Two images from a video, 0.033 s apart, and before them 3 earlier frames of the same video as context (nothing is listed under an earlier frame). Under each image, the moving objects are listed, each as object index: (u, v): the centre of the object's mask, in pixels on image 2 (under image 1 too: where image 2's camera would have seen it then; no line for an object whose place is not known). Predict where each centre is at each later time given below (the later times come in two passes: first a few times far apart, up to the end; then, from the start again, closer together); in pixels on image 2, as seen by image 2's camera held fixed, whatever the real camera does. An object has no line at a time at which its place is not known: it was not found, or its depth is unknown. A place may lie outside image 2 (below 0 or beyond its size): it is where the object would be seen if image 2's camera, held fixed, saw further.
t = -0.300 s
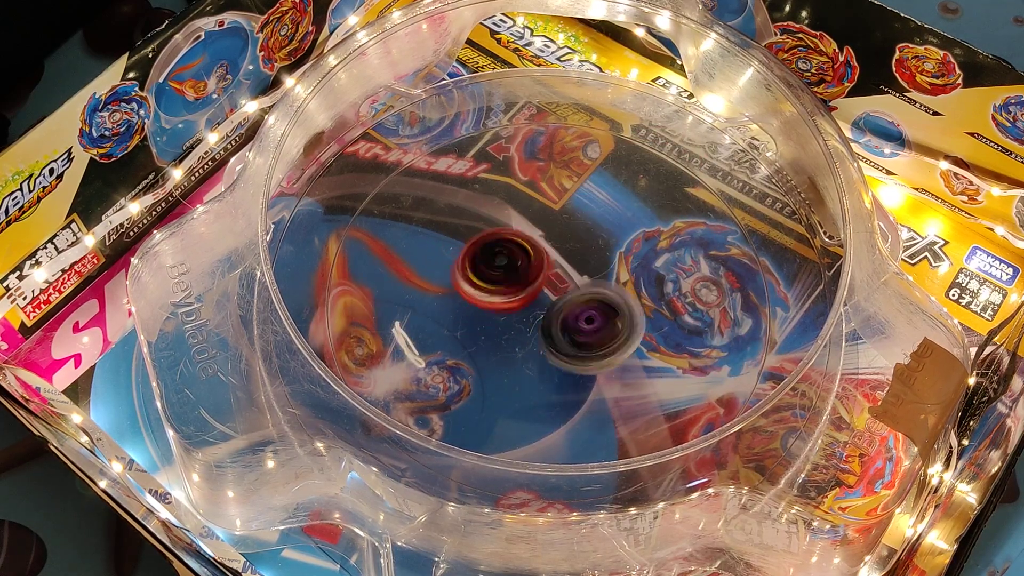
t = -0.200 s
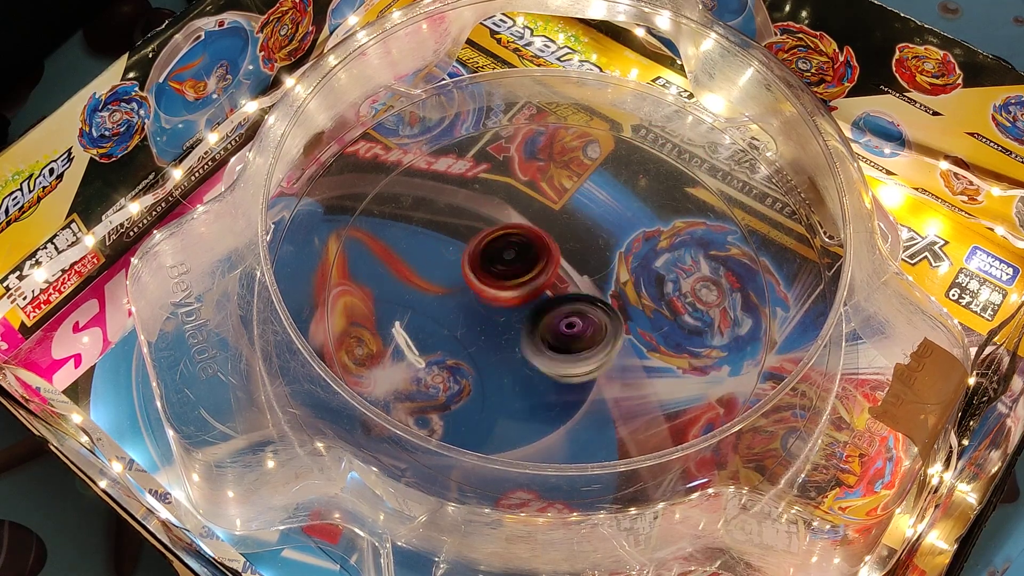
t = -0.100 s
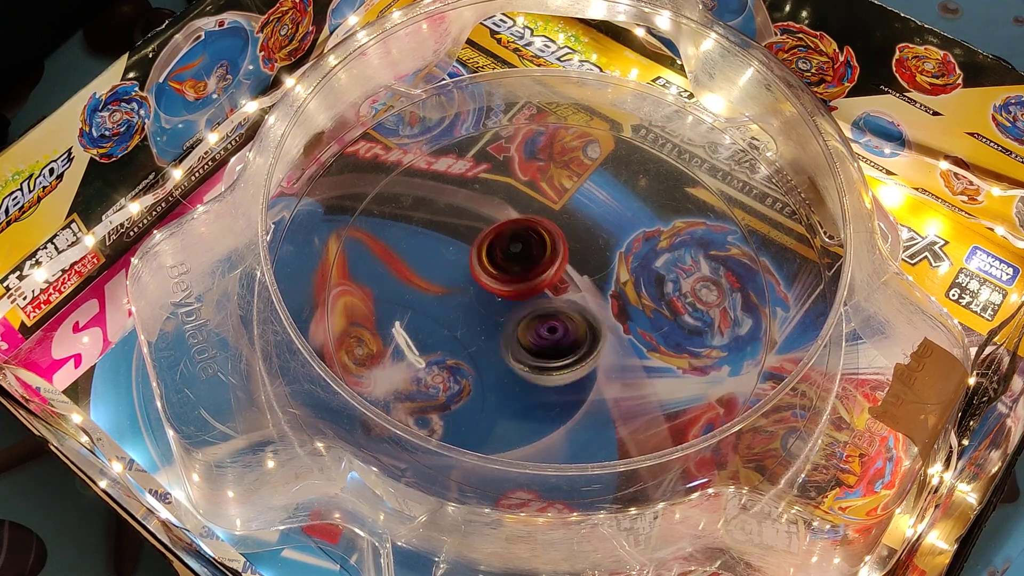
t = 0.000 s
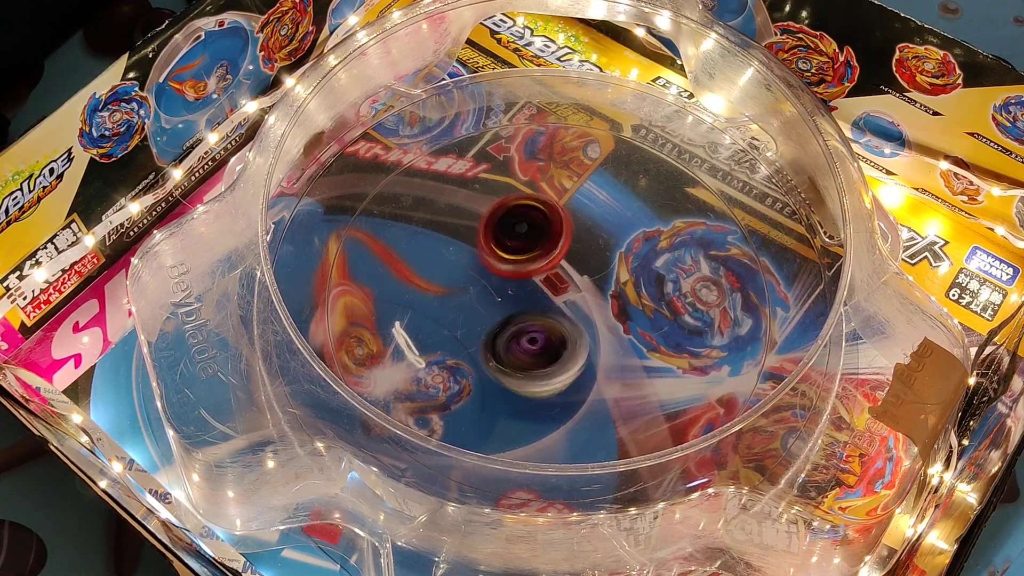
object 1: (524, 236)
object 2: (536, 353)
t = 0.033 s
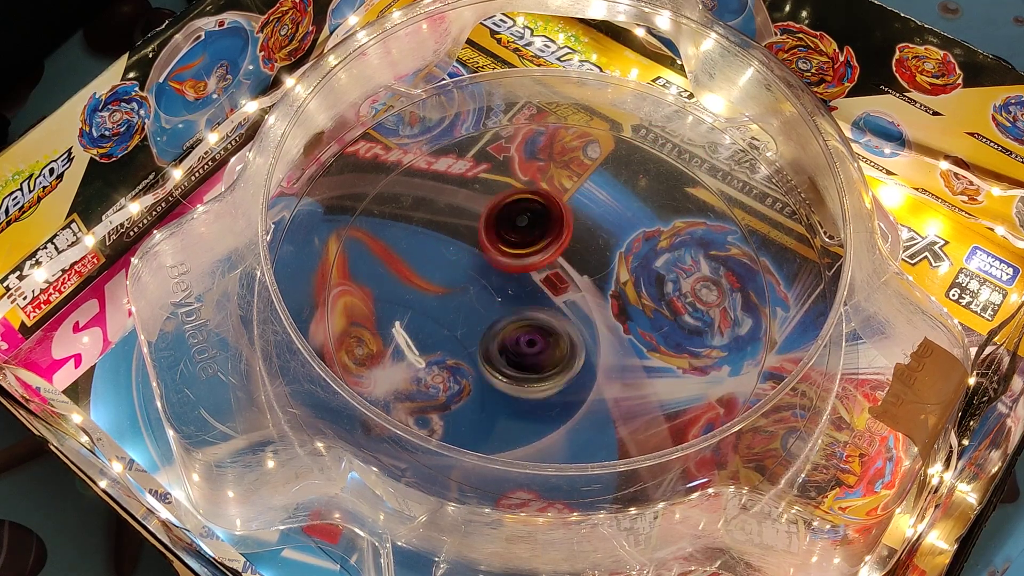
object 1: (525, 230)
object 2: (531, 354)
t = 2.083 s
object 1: (581, 365)
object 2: (562, 255)
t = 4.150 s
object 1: (498, 228)
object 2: (554, 338)
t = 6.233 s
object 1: (617, 208)
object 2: (520, 310)
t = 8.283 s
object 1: (601, 329)
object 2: (511, 263)
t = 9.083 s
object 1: (526, 334)
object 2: (551, 252)
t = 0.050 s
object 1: (528, 226)
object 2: (527, 355)
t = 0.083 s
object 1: (529, 222)
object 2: (524, 355)
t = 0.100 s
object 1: (529, 221)
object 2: (521, 354)
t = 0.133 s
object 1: (531, 218)
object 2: (515, 353)
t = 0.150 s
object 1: (529, 218)
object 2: (515, 352)
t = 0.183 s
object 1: (530, 218)
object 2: (509, 349)
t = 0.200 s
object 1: (531, 218)
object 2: (510, 348)
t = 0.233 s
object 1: (532, 219)
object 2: (504, 344)
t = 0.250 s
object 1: (533, 219)
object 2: (503, 344)
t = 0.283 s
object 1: (534, 222)
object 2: (500, 340)
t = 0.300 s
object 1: (535, 222)
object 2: (497, 338)
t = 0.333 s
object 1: (536, 224)
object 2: (494, 334)
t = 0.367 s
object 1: (539, 226)
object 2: (488, 328)
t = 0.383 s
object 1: (539, 227)
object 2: (486, 326)
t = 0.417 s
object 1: (541, 229)
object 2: (482, 321)
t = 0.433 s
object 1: (542, 230)
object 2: (480, 318)
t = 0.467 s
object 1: (543, 233)
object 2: (477, 312)
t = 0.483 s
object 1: (544, 235)
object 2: (474, 309)
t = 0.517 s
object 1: (545, 238)
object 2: (473, 304)
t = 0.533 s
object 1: (547, 242)
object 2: (470, 300)
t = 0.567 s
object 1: (555, 243)
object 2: (465, 298)
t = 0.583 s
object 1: (560, 243)
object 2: (459, 297)
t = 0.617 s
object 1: (571, 246)
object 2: (454, 295)
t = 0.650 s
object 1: (580, 249)
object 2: (451, 291)
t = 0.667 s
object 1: (585, 251)
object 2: (449, 290)
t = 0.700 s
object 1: (593, 255)
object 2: (450, 287)
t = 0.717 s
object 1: (597, 258)
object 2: (448, 285)
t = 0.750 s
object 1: (605, 262)
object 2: (450, 283)
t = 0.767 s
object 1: (607, 263)
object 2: (450, 281)
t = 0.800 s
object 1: (612, 267)
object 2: (453, 280)
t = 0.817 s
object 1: (615, 268)
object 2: (454, 277)
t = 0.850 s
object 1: (618, 270)
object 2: (459, 276)
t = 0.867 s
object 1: (618, 269)
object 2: (463, 273)
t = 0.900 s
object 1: (619, 270)
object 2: (469, 271)
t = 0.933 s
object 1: (620, 272)
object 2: (477, 268)
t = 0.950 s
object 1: (621, 272)
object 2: (480, 266)
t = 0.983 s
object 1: (620, 273)
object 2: (488, 265)
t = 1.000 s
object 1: (619, 274)
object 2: (493, 260)
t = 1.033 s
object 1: (617, 275)
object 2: (503, 257)
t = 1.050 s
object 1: (618, 276)
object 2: (507, 254)
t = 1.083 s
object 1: (616, 277)
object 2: (516, 251)
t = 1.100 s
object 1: (616, 279)
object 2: (521, 247)
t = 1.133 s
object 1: (621, 282)
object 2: (522, 239)
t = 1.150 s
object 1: (622, 284)
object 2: (523, 234)
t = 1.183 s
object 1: (624, 287)
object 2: (521, 228)
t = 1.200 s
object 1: (624, 287)
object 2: (522, 225)
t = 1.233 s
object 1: (623, 288)
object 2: (519, 222)
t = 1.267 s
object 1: (622, 288)
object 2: (520, 220)
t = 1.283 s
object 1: (619, 289)
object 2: (518, 218)
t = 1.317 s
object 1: (618, 291)
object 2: (519, 217)
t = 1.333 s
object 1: (617, 291)
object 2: (518, 215)
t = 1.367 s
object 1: (614, 293)
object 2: (520, 217)
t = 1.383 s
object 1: (614, 294)
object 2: (519, 216)
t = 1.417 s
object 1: (609, 295)
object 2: (521, 219)
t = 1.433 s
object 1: (609, 297)
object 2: (521, 220)
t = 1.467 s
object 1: (606, 299)
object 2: (523, 225)
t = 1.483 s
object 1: (603, 300)
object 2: (525, 227)
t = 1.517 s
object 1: (601, 303)
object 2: (528, 234)
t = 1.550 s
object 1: (602, 311)
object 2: (532, 235)
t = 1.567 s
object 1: (604, 316)
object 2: (529, 235)
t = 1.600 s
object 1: (604, 326)
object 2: (528, 235)
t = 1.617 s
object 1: (602, 331)
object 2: (527, 236)
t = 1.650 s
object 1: (602, 339)
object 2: (527, 237)
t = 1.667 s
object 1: (602, 343)
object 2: (526, 240)
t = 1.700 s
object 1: (600, 349)
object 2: (528, 242)
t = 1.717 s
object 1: (598, 351)
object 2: (527, 245)
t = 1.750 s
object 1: (597, 355)
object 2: (531, 248)
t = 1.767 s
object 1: (597, 357)
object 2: (530, 252)
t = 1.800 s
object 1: (596, 359)
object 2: (536, 256)
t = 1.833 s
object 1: (594, 359)
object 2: (538, 259)
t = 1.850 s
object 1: (594, 359)
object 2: (542, 263)
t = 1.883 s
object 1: (592, 358)
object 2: (545, 266)
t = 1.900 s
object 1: (589, 358)
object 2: (549, 270)
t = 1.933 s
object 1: (588, 358)
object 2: (554, 273)
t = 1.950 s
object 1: (588, 360)
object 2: (557, 273)
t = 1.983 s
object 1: (586, 366)
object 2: (559, 268)
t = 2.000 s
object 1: (585, 367)
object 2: (560, 266)
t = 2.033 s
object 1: (583, 366)
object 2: (562, 261)
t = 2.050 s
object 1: (583, 366)
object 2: (563, 259)
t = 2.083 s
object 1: (581, 365)
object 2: (562, 255)
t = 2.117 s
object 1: (578, 366)
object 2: (562, 252)
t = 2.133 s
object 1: (577, 365)
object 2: (561, 250)
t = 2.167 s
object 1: (574, 363)
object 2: (561, 248)
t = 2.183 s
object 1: (573, 365)
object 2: (560, 246)
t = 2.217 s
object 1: (570, 362)
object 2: (559, 244)
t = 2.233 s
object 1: (568, 360)
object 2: (557, 243)
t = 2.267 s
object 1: (564, 358)
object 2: (555, 243)
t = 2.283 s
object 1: (560, 356)
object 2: (553, 242)
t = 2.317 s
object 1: (554, 353)
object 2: (551, 244)
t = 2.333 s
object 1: (552, 351)
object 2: (548, 244)
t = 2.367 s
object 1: (545, 347)
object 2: (546, 247)
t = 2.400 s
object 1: (537, 343)
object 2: (544, 249)
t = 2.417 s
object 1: (533, 342)
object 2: (543, 250)
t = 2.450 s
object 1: (522, 351)
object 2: (543, 247)
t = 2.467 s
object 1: (516, 356)
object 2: (543, 247)
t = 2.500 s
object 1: (505, 360)
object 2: (542, 246)
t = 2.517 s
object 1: (500, 361)
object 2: (543, 247)
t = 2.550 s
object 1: (490, 364)
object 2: (542, 248)
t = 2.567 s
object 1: (485, 364)
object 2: (544, 249)
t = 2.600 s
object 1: (477, 363)
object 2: (542, 252)
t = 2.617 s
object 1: (476, 365)
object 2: (544, 253)
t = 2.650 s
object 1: (473, 363)
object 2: (545, 259)
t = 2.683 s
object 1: (471, 362)
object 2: (548, 263)
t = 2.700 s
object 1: (473, 362)
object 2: (548, 266)
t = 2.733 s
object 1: (473, 360)
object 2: (552, 268)
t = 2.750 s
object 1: (473, 356)
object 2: (553, 271)
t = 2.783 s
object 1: (474, 354)
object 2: (557, 274)
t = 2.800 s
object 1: (474, 352)
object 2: (557, 276)
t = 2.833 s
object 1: (474, 348)
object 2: (561, 278)
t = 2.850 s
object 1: (475, 347)
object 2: (562, 282)
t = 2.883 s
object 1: (476, 344)
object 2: (565, 284)
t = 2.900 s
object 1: (477, 341)
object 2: (568, 288)
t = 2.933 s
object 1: (479, 338)
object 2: (570, 289)
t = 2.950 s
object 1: (477, 336)
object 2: (576, 291)
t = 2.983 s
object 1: (476, 334)
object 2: (579, 292)
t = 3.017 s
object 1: (477, 331)
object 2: (585, 294)
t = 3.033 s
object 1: (477, 330)
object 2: (586, 295)
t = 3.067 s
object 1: (476, 325)
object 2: (593, 296)
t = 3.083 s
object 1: (478, 324)
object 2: (594, 297)
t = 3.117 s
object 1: (479, 319)
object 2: (599, 296)
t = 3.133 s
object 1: (478, 316)
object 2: (599, 298)
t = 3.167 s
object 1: (480, 311)
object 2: (603, 294)
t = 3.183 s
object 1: (479, 309)
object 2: (602, 295)
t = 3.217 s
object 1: (479, 303)
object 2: (604, 294)
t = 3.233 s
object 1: (480, 301)
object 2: (605, 293)
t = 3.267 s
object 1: (480, 295)
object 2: (603, 291)
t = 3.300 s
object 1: (480, 289)
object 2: (601, 290)
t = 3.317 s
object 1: (481, 286)
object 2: (598, 289)
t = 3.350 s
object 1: (482, 281)
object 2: (594, 287)
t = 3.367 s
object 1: (482, 277)
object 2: (591, 287)
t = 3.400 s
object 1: (483, 273)
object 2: (588, 286)
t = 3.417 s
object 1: (479, 269)
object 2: (588, 288)
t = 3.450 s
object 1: (472, 261)
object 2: (592, 287)
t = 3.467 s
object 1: (471, 258)
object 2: (592, 290)
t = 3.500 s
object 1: (467, 250)
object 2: (592, 290)
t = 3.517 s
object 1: (467, 247)
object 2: (594, 291)
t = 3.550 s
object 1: (466, 242)
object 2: (591, 293)
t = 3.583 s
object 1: (465, 239)
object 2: (593, 293)
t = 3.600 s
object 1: (464, 238)
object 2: (591, 296)
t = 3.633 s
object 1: (465, 239)
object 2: (592, 294)
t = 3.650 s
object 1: (466, 238)
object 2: (590, 296)
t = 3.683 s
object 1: (469, 238)
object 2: (588, 294)
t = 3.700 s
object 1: (471, 238)
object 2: (586, 296)
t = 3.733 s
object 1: (475, 238)
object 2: (582, 296)
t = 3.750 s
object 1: (476, 237)
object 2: (582, 297)
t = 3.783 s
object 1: (479, 237)
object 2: (574, 298)
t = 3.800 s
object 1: (480, 237)
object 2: (574, 297)
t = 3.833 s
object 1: (484, 236)
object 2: (568, 300)
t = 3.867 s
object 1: (487, 237)
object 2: (565, 299)
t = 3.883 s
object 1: (488, 237)
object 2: (561, 300)
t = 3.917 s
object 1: (488, 232)
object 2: (560, 305)
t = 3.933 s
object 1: (486, 230)
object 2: (560, 310)
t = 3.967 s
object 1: (485, 226)
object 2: (558, 317)
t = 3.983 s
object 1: (486, 225)
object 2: (559, 319)
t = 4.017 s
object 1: (486, 226)
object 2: (558, 326)
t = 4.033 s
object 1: (487, 226)
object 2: (556, 328)
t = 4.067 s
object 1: (491, 227)
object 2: (558, 332)
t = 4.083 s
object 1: (491, 227)
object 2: (555, 333)
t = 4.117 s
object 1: (495, 227)
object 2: (557, 336)
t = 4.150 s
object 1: (498, 228)
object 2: (554, 338)
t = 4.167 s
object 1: (498, 229)
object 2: (555, 338)
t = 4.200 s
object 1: (502, 228)
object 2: (553, 341)
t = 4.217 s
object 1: (504, 228)
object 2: (553, 339)
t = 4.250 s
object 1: (505, 228)
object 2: (556, 341)
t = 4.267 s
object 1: (506, 229)
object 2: (552, 339)
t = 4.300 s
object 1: (509, 228)
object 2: (555, 336)
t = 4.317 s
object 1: (508, 228)
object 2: (552, 339)
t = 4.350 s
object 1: (510, 229)
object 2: (553, 333)
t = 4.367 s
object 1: (512, 229)
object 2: (553, 332)
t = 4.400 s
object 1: (512, 229)
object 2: (550, 328)
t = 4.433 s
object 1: (514, 229)
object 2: (551, 324)
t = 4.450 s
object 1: (516, 229)
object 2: (547, 322)
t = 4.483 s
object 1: (517, 230)
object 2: (548, 315)
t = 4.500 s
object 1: (519, 227)
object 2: (547, 319)
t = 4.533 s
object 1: (522, 220)
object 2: (544, 317)
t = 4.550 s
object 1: (523, 218)
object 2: (545, 317)
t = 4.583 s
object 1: (528, 216)
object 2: (543, 318)
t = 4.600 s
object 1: (528, 215)
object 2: (542, 316)
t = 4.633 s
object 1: (530, 215)
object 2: (541, 317)
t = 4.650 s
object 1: (532, 215)
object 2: (540, 314)
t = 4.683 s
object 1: (534, 214)
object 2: (539, 312)
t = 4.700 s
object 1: (534, 214)
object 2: (539, 312)
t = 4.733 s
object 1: (536, 216)
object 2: (537, 308)
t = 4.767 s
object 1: (538, 216)
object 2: (535, 309)
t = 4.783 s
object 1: (538, 217)
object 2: (534, 303)
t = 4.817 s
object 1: (541, 217)
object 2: (534, 300)
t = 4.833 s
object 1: (543, 216)
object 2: (532, 301)
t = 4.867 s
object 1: (547, 204)
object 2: (524, 308)
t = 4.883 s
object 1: (552, 194)
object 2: (523, 315)
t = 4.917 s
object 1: (558, 177)
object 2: (516, 331)
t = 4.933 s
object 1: (560, 171)
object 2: (513, 335)
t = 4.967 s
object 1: (565, 165)
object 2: (515, 343)
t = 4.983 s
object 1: (566, 163)
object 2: (514, 348)
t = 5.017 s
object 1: (569, 162)
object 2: (511, 355)
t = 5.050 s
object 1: (570, 164)
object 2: (517, 361)
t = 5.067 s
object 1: (570, 165)
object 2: (517, 363)
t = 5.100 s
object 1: (572, 168)
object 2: (516, 366)
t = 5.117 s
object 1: (573, 172)
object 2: (520, 367)
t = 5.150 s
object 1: (575, 176)
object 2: (521, 370)
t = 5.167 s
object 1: (576, 178)
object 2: (519, 369)
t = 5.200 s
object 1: (577, 186)
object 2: (527, 368)
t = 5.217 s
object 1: (579, 189)
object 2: (527, 368)
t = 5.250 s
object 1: (579, 196)
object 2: (527, 364)
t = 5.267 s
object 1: (577, 202)
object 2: (531, 362)
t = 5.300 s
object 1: (578, 214)
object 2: (536, 360)
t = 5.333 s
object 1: (577, 227)
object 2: (537, 352)
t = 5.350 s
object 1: (575, 234)
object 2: (541, 348)
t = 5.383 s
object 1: (574, 250)
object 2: (545, 343)
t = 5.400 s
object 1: (574, 256)
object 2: (545, 337)
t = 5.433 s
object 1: (574, 254)
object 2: (544, 344)
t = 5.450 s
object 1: (577, 250)
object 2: (544, 350)
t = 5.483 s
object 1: (575, 244)
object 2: (540, 359)
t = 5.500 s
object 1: (575, 244)
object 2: (541, 360)
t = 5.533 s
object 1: (571, 243)
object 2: (544, 365)
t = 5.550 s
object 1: (571, 245)
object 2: (543, 368)
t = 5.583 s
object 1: (571, 247)
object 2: (543, 369)
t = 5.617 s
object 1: (573, 248)
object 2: (546, 370)
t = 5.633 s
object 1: (573, 248)
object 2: (545, 372)
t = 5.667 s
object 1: (575, 249)
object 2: (545, 368)
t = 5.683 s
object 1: (575, 249)
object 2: (547, 367)
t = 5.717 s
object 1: (576, 251)
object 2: (548, 365)
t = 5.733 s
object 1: (577, 251)
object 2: (547, 362)
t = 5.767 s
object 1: (579, 253)
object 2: (550, 357)
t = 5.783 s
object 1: (579, 253)
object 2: (550, 356)
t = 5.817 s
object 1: (580, 254)
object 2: (548, 350)
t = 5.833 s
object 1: (579, 255)
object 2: (547, 346)
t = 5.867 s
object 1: (581, 255)
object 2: (550, 339)
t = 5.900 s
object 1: (581, 254)
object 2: (547, 331)
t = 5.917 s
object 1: (582, 251)
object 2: (545, 328)
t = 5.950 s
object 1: (589, 237)
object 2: (542, 330)
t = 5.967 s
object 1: (593, 231)
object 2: (539, 330)
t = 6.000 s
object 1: (600, 220)
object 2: (533, 328)
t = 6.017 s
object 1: (603, 215)
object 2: (531, 327)
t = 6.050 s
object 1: (609, 209)
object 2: (527, 326)
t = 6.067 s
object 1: (613, 206)
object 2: (524, 325)
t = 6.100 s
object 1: (616, 202)
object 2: (521, 321)
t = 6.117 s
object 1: (617, 200)
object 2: (522, 320)
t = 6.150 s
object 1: (617, 200)
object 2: (521, 320)
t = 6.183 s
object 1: (619, 201)
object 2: (517, 315)
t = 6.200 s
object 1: (618, 204)
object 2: (519, 312)
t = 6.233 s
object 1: (617, 208)
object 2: (520, 310)
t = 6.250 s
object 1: (616, 211)
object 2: (519, 308)
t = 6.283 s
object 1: (614, 215)
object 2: (520, 300)
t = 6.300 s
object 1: (611, 217)
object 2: (523, 298)
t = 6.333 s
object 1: (606, 223)
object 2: (524, 295)
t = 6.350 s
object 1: (600, 227)
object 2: (523, 292)
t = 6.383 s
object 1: (597, 232)
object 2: (521, 290)
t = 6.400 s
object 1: (600, 230)
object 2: (516, 292)
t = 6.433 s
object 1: (603, 229)
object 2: (510, 296)
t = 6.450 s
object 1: (602, 228)
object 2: (506, 297)
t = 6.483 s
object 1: (598, 231)
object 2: (503, 300)
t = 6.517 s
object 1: (596, 238)
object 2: (497, 305)
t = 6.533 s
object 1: (595, 241)
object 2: (494, 306)
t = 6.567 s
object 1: (592, 248)
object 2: (493, 305)
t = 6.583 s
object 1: (590, 252)
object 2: (495, 306)
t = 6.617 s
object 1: (585, 260)
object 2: (497, 310)
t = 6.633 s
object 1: (583, 266)
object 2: (496, 310)
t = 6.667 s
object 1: (584, 273)
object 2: (491, 310)
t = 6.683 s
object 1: (586, 276)
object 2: (491, 311)
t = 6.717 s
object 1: (585, 282)
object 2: (487, 314)
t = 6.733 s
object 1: (586, 285)
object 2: (483, 316)
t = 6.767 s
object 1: (587, 289)
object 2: (480, 314)
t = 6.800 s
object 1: (589, 295)
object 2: (484, 315)
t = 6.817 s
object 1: (590, 297)
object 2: (484, 315)
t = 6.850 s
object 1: (591, 301)
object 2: (482, 314)
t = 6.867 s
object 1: (591, 303)
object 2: (484, 312)
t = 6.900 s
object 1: (593, 305)
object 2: (491, 312)
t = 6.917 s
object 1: (597, 307)
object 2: (490, 312)
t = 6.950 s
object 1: (602, 309)
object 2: (488, 310)
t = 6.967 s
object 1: (604, 310)
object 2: (487, 307)
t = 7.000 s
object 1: (607, 311)
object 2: (494, 303)
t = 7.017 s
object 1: (608, 312)
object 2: (498, 303)
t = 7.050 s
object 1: (610, 312)
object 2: (500, 301)
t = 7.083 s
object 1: (607, 311)
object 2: (505, 295)
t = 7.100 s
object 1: (607, 312)
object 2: (510, 292)
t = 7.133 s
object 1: (611, 313)
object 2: (514, 287)
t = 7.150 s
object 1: (612, 313)
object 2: (513, 284)
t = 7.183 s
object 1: (616, 312)
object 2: (513, 275)
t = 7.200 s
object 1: (617, 310)
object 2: (513, 271)
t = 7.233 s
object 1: (616, 307)
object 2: (518, 266)
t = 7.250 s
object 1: (616, 306)
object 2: (520, 266)
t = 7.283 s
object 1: (614, 306)
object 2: (522, 266)
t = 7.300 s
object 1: (618, 308)
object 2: (516, 263)
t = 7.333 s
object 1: (623, 312)
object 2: (509, 254)
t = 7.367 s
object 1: (626, 316)
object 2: (509, 249)
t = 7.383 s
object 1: (627, 318)
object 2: (510, 249)
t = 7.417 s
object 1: (629, 321)
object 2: (510, 249)
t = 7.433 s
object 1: (629, 322)
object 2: (509, 250)
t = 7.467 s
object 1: (625, 320)
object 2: (507, 251)
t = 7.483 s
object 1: (621, 319)
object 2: (507, 250)
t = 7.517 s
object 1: (617, 319)
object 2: (509, 251)
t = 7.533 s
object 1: (613, 319)
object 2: (512, 252)
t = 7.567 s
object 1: (604, 321)
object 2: (516, 258)
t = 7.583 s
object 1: (600, 323)
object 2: (516, 261)
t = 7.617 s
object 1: (595, 321)
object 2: (516, 265)
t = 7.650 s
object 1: (593, 318)
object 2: (516, 266)
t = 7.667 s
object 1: (595, 319)
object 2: (514, 266)
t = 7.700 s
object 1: (600, 322)
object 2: (510, 264)
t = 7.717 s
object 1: (601, 323)
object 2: (509, 264)
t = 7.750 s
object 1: (598, 324)
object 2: (504, 263)
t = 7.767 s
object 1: (598, 324)
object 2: (503, 262)
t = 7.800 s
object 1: (596, 323)
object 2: (501, 260)
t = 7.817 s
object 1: (592, 323)
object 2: (501, 260)
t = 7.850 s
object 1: (586, 322)
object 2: (504, 262)
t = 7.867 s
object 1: (584, 320)
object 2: (505, 261)
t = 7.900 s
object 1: (583, 315)
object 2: (506, 262)
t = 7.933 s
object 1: (586, 312)
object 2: (502, 260)
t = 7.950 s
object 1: (588, 311)
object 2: (502, 258)
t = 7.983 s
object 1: (592, 312)
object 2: (503, 252)
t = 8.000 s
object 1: (591, 312)
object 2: (505, 253)
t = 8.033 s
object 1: (591, 313)
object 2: (512, 253)
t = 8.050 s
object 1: (592, 315)
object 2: (515, 255)
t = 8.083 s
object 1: (596, 319)
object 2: (515, 260)
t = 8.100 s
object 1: (597, 320)
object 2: (516, 263)
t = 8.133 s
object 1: (598, 322)
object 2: (514, 267)
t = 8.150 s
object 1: (599, 323)
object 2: (514, 267)
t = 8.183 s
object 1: (603, 324)
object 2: (511, 264)
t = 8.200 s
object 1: (603, 326)
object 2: (510, 264)
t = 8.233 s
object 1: (602, 327)
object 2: (511, 263)
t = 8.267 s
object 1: (602, 328)
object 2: (512, 263)
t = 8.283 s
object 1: (601, 329)
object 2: (511, 263)
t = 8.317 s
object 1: (598, 329)
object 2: (511, 262)
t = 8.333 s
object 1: (596, 330)
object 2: (512, 262)
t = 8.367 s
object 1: (594, 329)
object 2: (515, 261)
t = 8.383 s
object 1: (594, 328)
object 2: (516, 261)
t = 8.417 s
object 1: (592, 325)
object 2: (518, 262)
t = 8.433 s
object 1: (590, 323)
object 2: (518, 263)
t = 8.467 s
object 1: (585, 322)
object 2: (514, 265)
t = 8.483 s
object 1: (582, 322)
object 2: (512, 264)
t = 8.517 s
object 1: (583, 326)
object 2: (508, 260)
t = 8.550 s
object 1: (582, 330)
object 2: (509, 254)
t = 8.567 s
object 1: (581, 332)
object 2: (510, 251)
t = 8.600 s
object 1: (577, 335)
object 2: (513, 247)
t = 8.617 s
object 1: (574, 338)
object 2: (515, 247)
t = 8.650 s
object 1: (570, 340)
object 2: (521, 247)
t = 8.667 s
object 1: (568, 340)
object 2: (524, 248)
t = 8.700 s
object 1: (564, 339)
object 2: (531, 250)
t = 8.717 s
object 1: (561, 339)
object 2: (534, 252)
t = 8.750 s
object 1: (554, 337)
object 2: (537, 256)
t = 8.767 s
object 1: (550, 335)
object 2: (537, 256)
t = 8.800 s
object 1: (545, 331)
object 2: (534, 254)
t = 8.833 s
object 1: (542, 329)
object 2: (535, 251)
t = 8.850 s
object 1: (540, 329)
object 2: (538, 250)
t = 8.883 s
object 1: (536, 331)
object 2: (543, 250)
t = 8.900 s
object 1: (534, 332)
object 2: (546, 250)
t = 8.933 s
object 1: (530, 334)
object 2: (549, 249)
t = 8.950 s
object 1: (528, 334)
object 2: (548, 249)
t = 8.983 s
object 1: (526, 334)
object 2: (549, 250)
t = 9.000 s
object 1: (525, 334)
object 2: (550, 250)
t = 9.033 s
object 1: (525, 334)
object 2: (551, 251)
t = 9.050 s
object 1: (526, 334)
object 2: (551, 252)
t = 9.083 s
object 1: (526, 334)
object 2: (551, 252)
